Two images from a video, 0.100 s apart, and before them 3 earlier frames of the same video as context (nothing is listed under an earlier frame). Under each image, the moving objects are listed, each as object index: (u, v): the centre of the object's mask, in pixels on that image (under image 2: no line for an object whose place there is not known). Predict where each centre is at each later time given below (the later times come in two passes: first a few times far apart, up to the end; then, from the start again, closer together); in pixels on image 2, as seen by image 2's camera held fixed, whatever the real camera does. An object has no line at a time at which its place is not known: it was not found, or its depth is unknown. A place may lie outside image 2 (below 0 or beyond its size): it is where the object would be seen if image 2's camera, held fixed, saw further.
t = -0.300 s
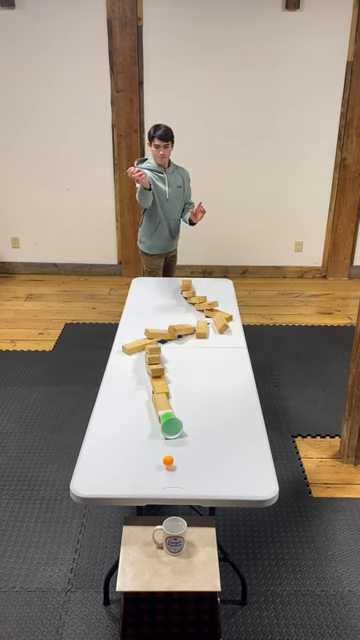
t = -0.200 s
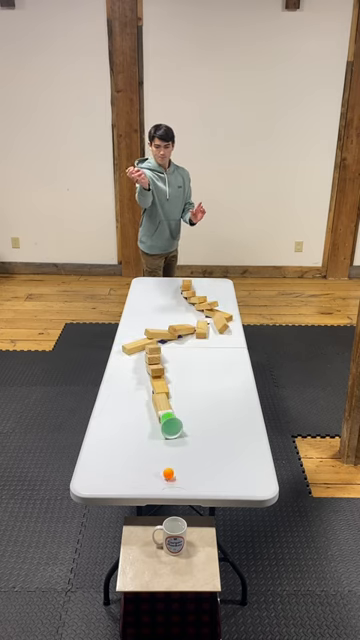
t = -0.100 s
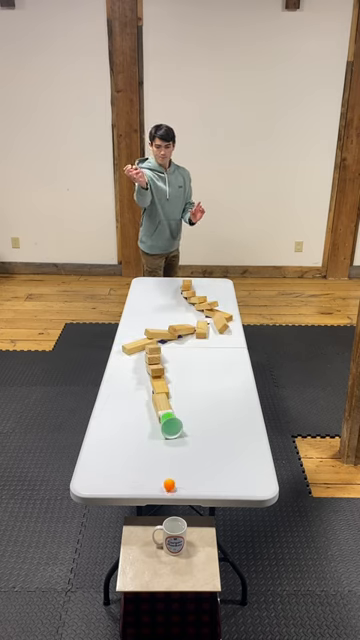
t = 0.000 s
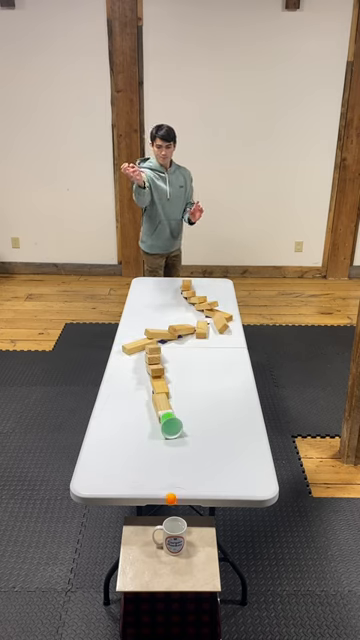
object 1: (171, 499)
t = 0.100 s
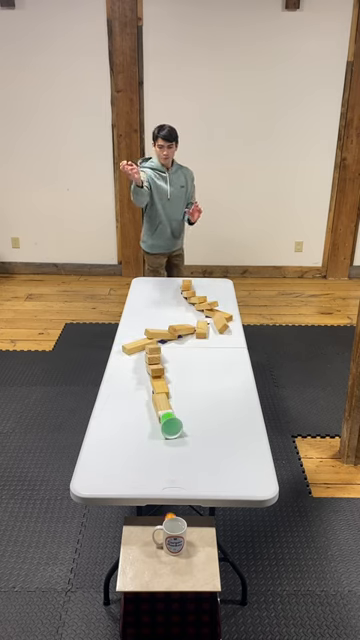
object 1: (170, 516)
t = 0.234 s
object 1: (166, 509)
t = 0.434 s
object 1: (161, 514)
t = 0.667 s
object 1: (160, 520)
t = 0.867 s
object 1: (153, 523)
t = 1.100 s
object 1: (147, 531)
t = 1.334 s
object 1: (142, 533)
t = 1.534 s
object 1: (138, 534)
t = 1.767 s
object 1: (132, 541)
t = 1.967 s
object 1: (126, 539)
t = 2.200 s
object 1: (123, 544)
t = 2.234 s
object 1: (122, 543)
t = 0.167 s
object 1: (167, 516)
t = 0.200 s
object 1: (167, 512)
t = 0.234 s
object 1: (166, 509)
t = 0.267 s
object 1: (165, 508)
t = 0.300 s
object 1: (164, 509)
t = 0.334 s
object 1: (163, 512)
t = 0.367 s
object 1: (162, 518)
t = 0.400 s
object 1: (161, 520)
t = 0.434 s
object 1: (161, 514)
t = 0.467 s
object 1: (161, 513)
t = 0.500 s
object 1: (160, 518)
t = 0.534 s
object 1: (159, 529)
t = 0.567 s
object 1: (159, 522)
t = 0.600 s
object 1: (160, 520)
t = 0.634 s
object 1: (160, 519)
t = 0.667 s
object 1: (160, 520)
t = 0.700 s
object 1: (159, 522)
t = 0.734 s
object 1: (158, 534)
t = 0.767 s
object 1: (158, 530)
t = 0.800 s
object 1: (156, 523)
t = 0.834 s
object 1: (155, 523)
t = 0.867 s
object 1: (153, 523)
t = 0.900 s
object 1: (152, 526)
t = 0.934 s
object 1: (151, 533)
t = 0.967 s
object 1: (151, 533)
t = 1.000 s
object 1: (149, 527)
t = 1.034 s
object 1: (149, 526)
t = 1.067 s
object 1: (148, 528)
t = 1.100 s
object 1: (147, 531)
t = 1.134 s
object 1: (148, 537)
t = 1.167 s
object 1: (147, 531)
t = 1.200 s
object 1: (146, 529)
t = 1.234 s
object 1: (145, 529)
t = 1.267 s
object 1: (145, 532)
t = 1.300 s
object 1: (144, 538)
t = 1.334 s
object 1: (142, 533)
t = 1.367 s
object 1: (142, 531)
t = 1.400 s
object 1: (141, 531)
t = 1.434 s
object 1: (140, 533)
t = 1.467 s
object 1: (139, 539)
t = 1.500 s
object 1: (138, 535)
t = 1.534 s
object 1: (138, 534)
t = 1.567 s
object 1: (136, 534)
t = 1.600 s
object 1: (136, 536)
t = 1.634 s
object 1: (135, 540)
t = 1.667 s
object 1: (134, 536)
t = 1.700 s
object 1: (133, 536)
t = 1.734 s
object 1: (133, 537)
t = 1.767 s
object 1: (132, 541)
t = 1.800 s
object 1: (131, 539)
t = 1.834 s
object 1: (129, 537)
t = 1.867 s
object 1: (129, 538)
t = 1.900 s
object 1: (127, 541)
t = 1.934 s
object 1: (127, 541)
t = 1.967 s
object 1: (126, 539)
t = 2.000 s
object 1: (125, 540)
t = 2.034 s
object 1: (125, 544)
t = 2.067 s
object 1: (125, 542)
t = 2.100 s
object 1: (124, 542)
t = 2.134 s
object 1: (124, 542)
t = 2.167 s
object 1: (123, 546)
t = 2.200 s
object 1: (123, 544)
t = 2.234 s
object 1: (122, 543)
